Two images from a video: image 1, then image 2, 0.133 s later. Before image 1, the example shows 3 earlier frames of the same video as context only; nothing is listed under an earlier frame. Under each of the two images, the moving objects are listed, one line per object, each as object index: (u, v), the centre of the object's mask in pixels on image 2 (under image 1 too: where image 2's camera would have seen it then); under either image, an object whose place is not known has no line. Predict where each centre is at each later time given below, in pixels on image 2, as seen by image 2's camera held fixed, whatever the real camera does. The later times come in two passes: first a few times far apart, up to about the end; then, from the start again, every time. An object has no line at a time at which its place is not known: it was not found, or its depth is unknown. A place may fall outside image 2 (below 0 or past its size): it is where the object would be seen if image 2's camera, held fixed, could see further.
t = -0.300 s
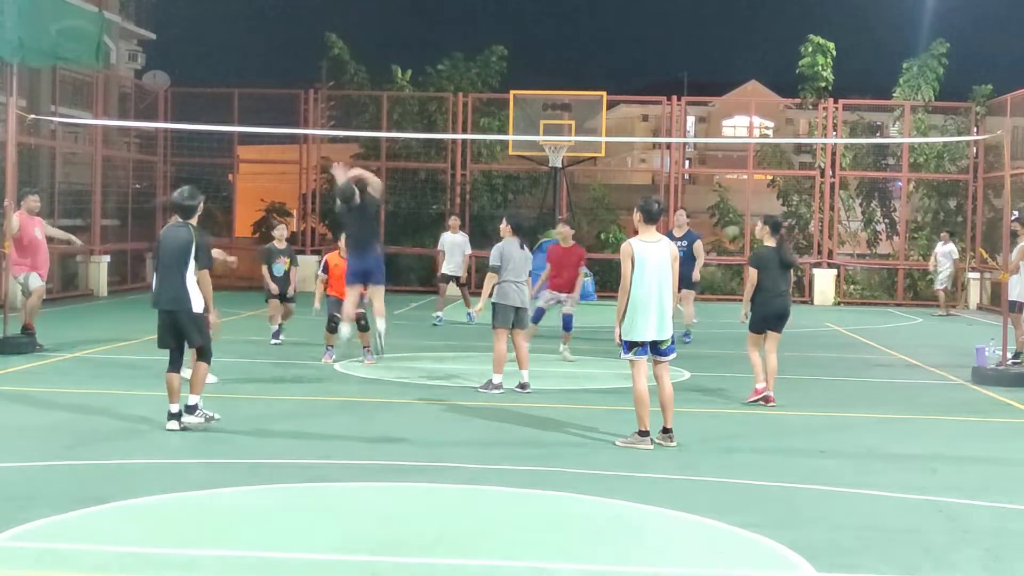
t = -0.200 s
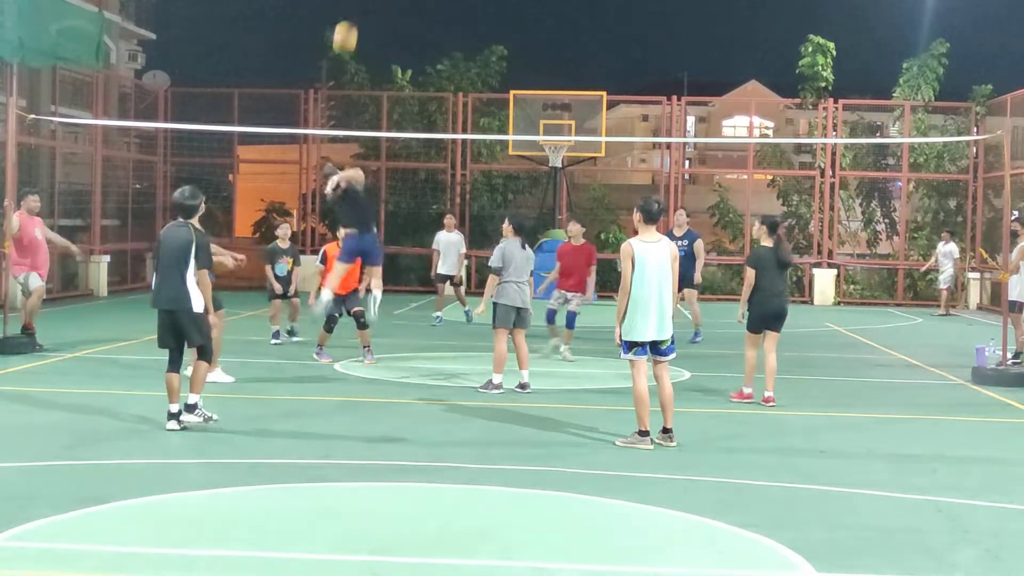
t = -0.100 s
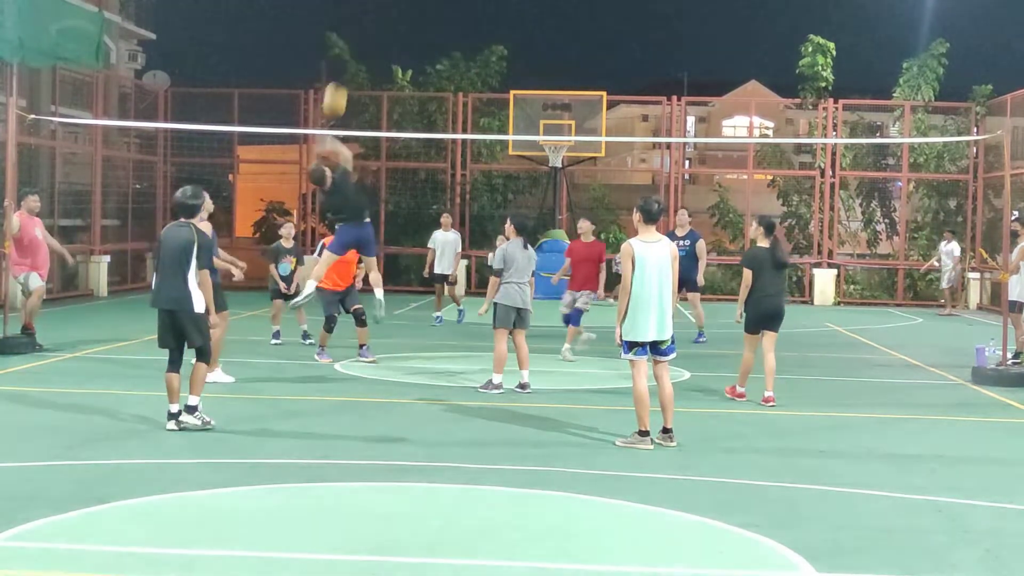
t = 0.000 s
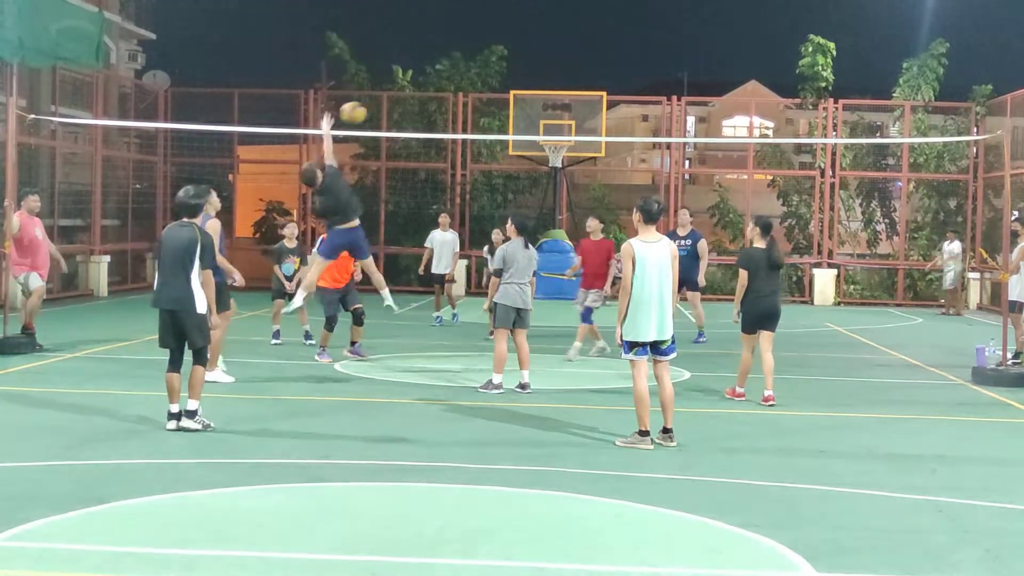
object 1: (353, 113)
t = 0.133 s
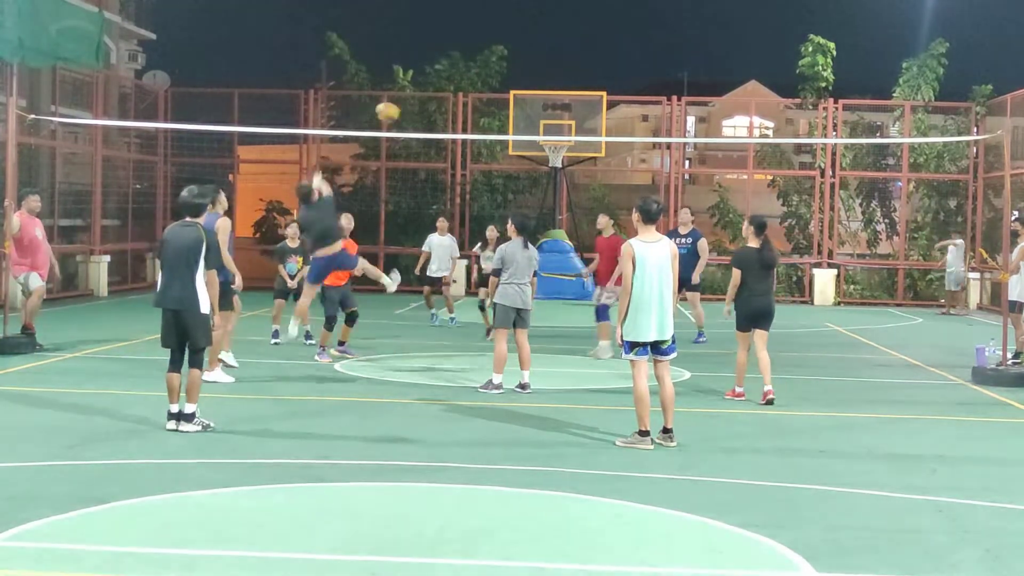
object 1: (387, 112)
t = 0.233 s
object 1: (409, 122)
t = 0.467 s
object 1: (452, 172)
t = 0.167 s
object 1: (395, 114)
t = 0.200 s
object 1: (402, 118)
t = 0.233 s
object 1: (409, 122)
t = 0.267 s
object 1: (416, 126)
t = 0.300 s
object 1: (423, 132)
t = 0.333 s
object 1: (430, 143)
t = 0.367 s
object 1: (436, 148)
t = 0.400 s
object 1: (441, 154)
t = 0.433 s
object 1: (447, 163)
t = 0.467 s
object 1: (452, 172)
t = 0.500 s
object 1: (458, 182)
